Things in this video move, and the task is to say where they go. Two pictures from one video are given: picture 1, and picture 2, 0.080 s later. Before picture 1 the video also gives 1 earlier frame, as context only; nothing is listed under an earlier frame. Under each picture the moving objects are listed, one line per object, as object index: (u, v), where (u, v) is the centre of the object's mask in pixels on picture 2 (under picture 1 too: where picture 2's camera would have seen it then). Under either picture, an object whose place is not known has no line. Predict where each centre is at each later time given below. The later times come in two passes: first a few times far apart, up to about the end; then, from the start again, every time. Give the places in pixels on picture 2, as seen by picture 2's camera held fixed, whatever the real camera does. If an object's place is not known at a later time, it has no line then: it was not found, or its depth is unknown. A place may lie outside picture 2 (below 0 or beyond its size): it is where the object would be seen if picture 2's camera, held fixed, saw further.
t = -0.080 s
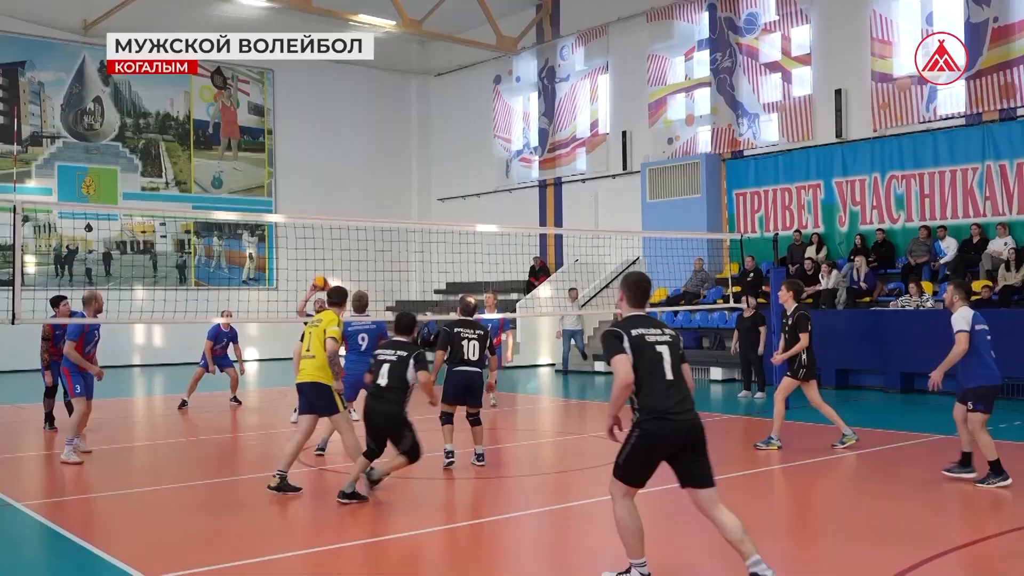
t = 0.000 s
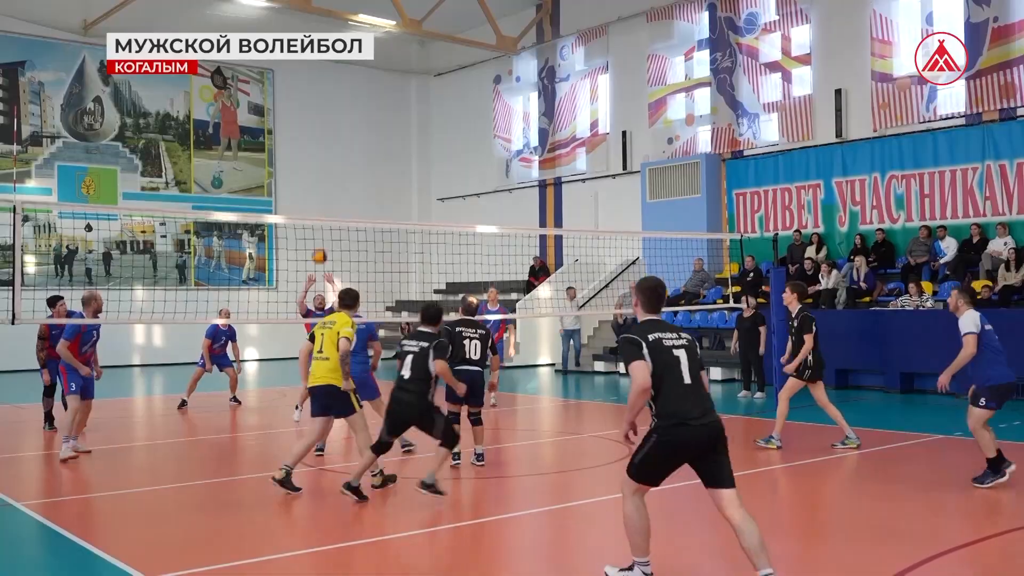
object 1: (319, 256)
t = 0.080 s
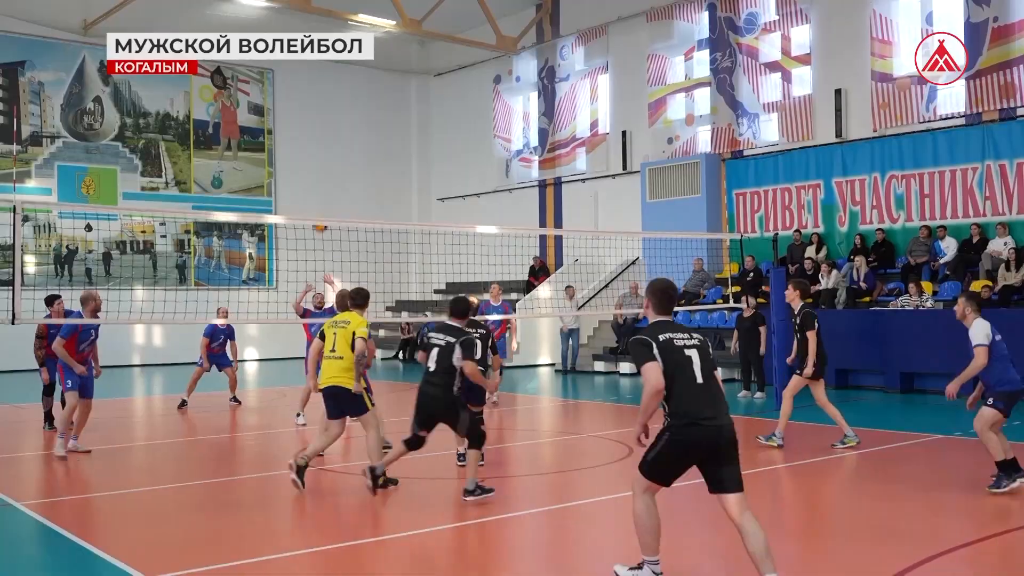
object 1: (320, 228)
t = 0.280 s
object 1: (322, 162)
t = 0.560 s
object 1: (326, 124)
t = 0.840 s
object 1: (331, 151)
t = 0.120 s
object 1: (320, 209)
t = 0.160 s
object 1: (321, 196)
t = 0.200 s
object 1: (321, 184)
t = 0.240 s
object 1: (322, 172)
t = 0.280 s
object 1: (322, 162)
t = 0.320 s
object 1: (323, 153)
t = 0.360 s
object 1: (323, 145)
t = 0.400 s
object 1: (324, 138)
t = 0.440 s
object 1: (324, 133)
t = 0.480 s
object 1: (325, 129)
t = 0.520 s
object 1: (325, 125)
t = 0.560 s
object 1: (326, 124)
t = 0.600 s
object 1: (326, 123)
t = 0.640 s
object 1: (327, 125)
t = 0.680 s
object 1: (328, 127)
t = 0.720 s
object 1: (329, 130)
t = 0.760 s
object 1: (329, 135)
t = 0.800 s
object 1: (330, 142)
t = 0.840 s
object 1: (331, 151)
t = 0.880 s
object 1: (332, 160)
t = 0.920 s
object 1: (333, 172)
